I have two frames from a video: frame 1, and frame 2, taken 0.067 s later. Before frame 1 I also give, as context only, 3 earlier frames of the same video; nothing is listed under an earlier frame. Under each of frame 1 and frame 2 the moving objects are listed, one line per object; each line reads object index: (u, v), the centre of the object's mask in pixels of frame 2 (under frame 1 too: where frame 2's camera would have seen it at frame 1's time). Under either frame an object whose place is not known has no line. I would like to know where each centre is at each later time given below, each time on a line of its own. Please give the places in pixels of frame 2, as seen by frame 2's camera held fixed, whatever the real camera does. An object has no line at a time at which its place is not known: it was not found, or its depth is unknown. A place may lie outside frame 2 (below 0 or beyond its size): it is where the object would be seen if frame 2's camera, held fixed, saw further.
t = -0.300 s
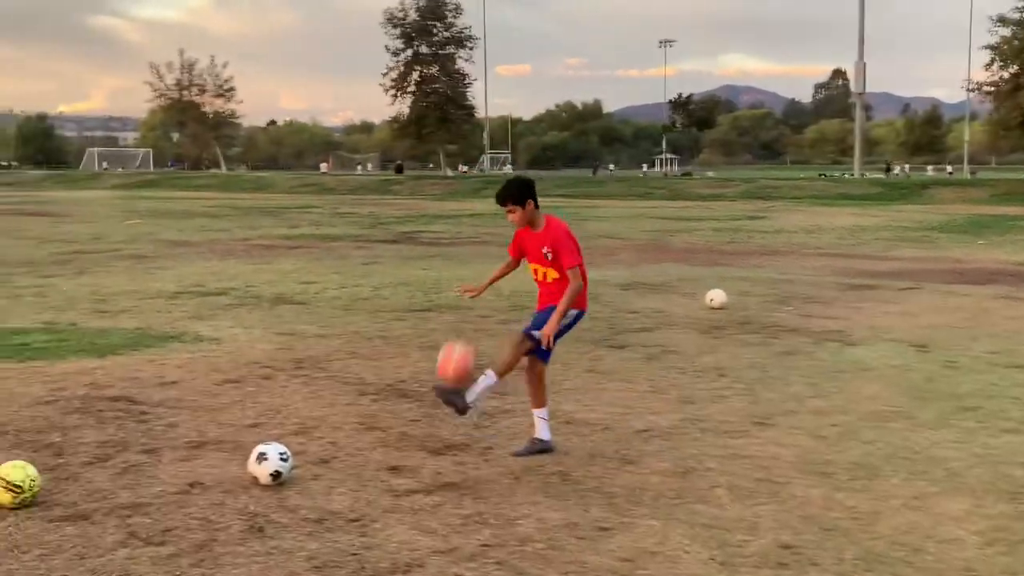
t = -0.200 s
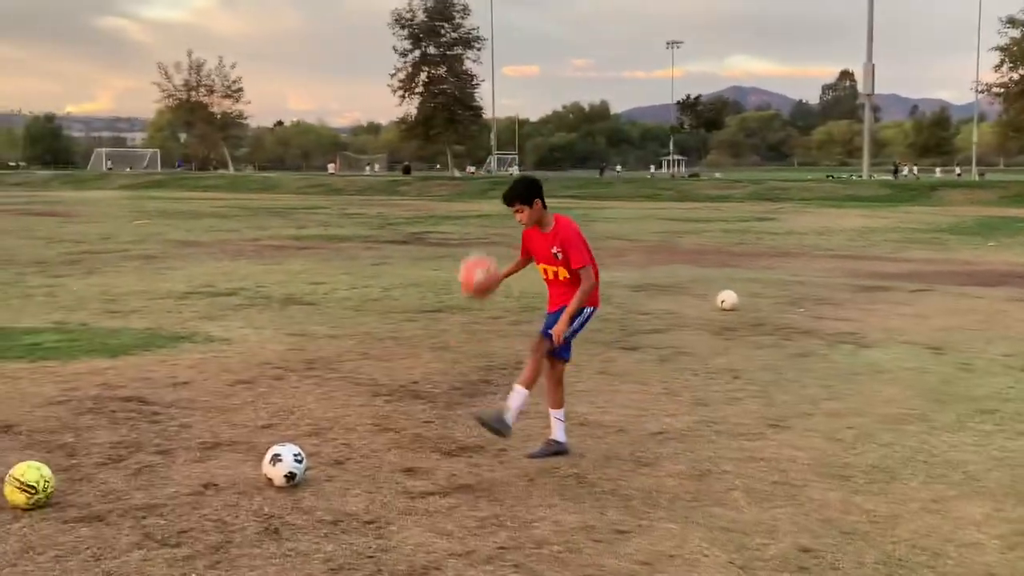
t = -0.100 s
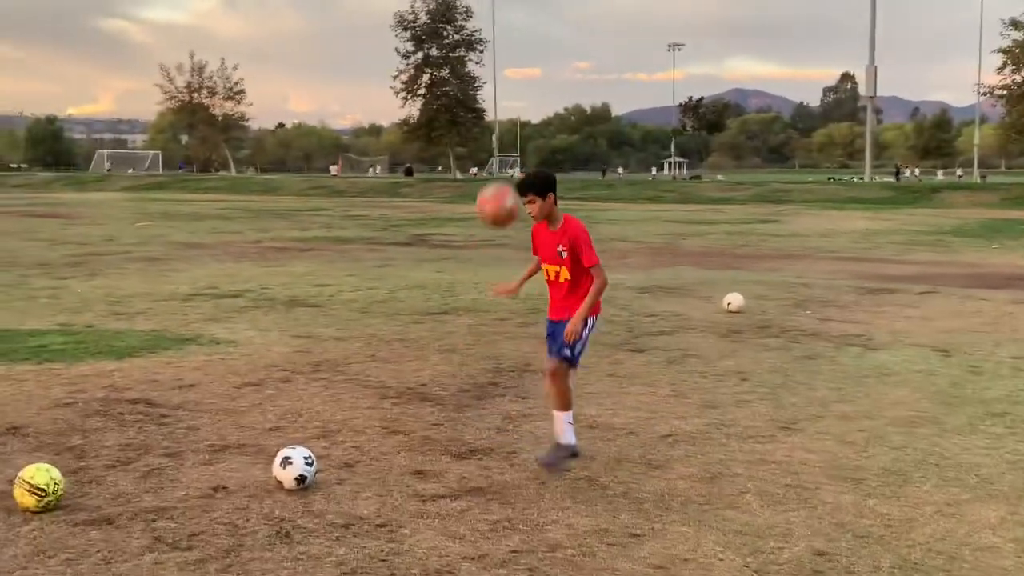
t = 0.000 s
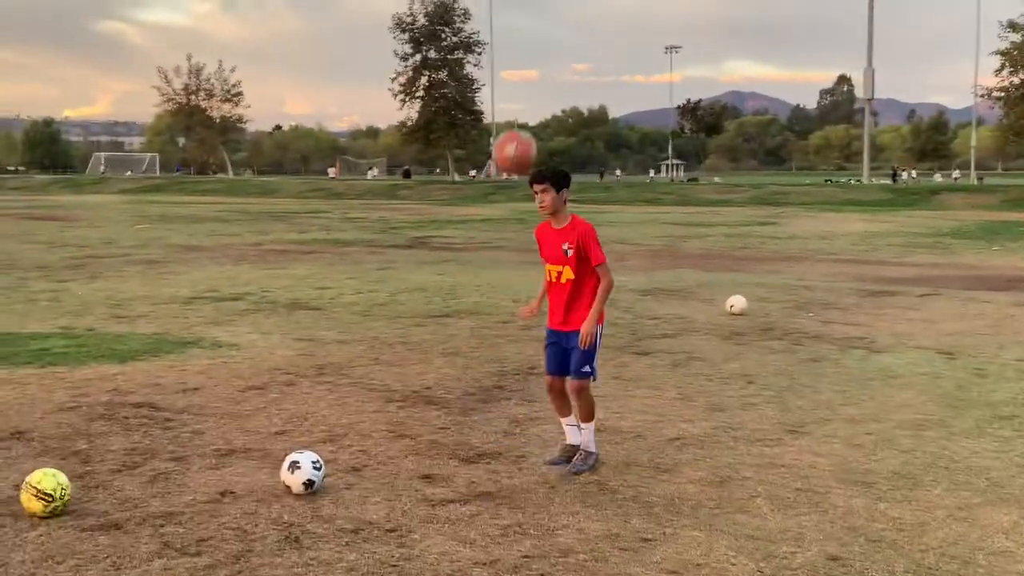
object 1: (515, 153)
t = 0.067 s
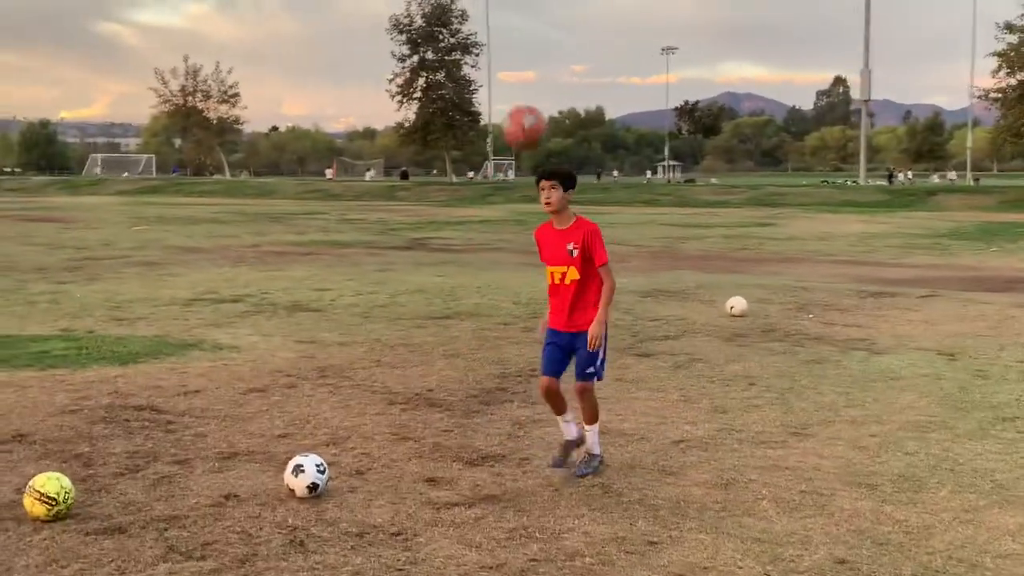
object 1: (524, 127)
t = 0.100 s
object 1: (528, 117)
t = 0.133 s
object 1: (534, 109)
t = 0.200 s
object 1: (542, 100)
